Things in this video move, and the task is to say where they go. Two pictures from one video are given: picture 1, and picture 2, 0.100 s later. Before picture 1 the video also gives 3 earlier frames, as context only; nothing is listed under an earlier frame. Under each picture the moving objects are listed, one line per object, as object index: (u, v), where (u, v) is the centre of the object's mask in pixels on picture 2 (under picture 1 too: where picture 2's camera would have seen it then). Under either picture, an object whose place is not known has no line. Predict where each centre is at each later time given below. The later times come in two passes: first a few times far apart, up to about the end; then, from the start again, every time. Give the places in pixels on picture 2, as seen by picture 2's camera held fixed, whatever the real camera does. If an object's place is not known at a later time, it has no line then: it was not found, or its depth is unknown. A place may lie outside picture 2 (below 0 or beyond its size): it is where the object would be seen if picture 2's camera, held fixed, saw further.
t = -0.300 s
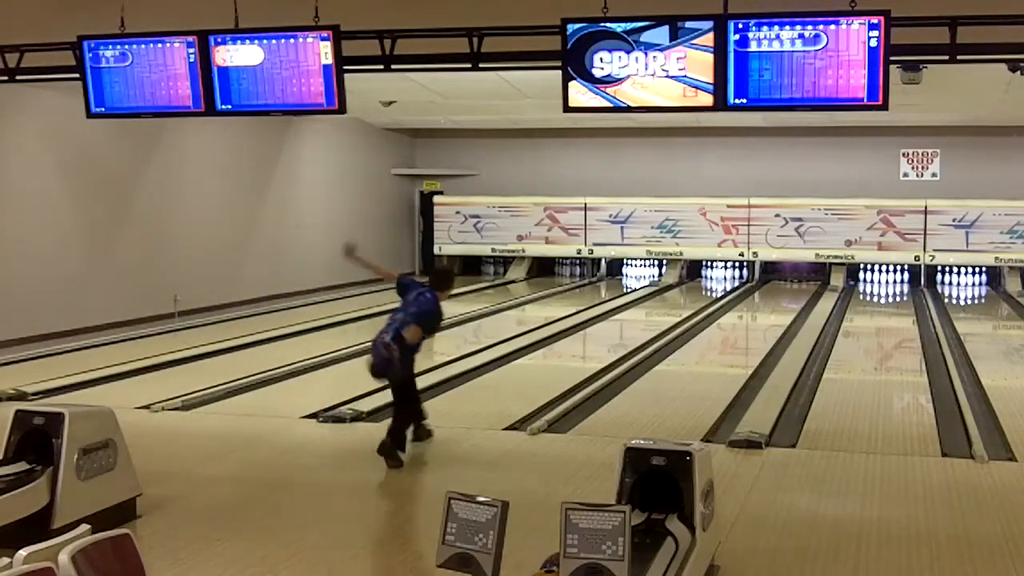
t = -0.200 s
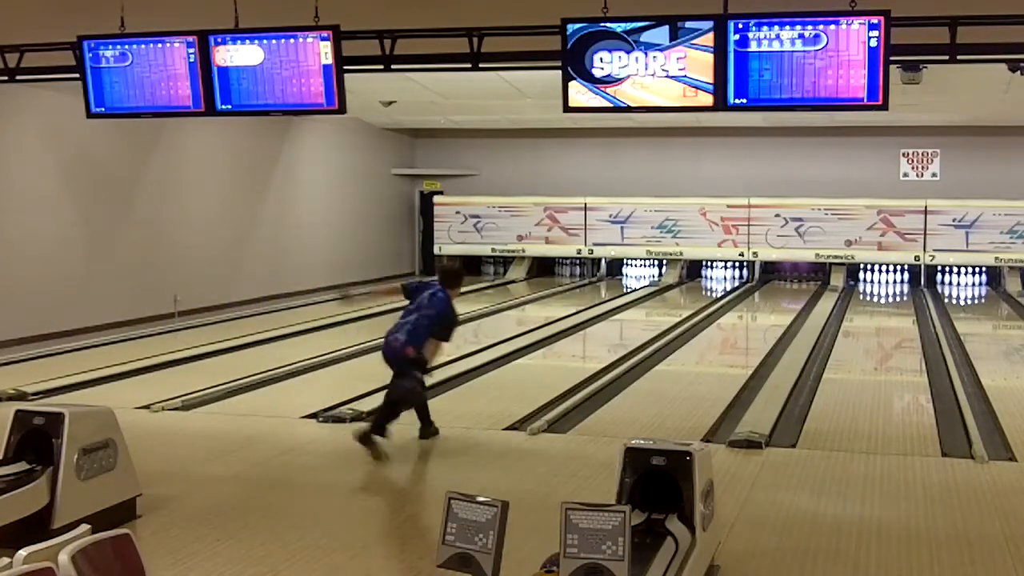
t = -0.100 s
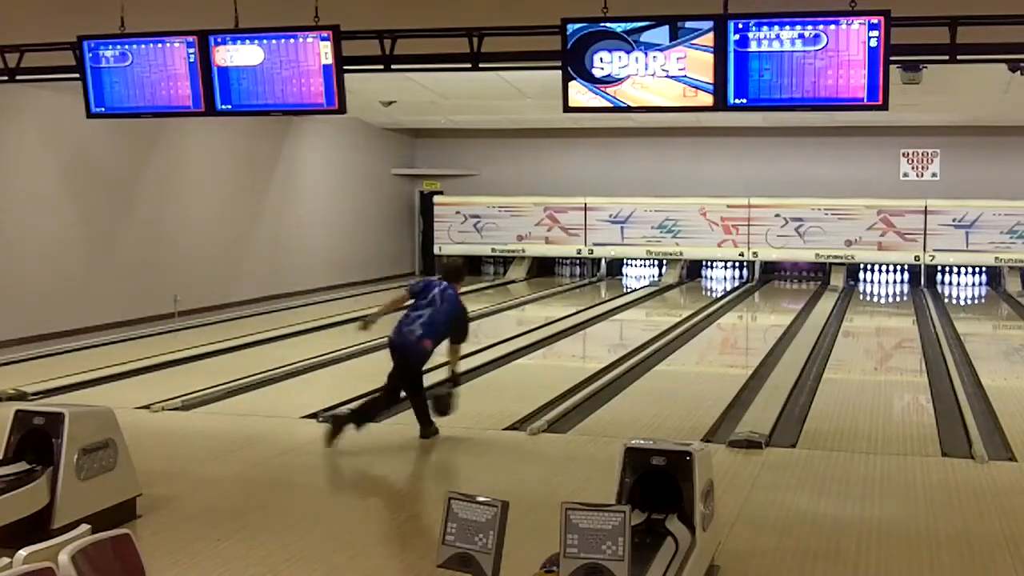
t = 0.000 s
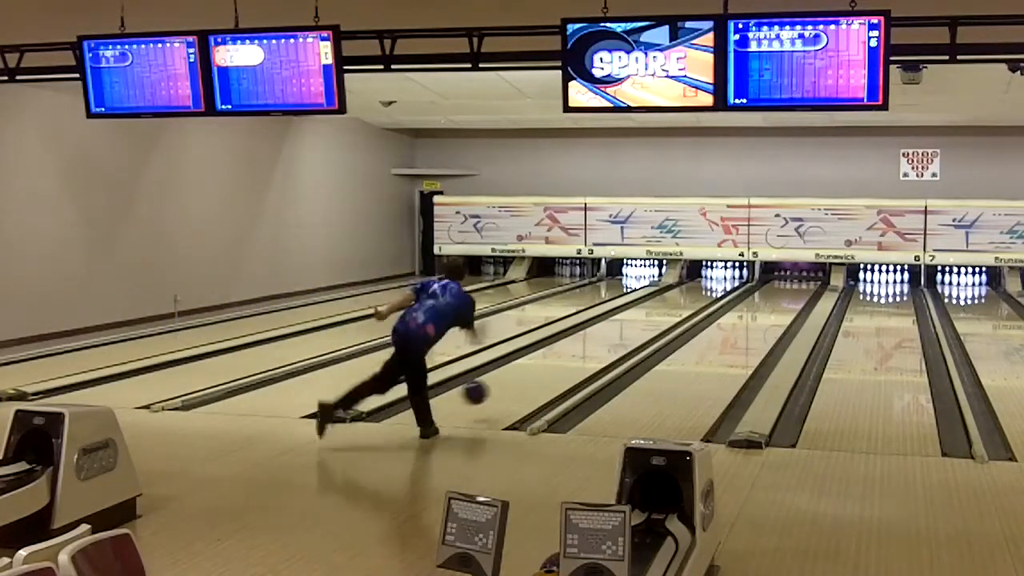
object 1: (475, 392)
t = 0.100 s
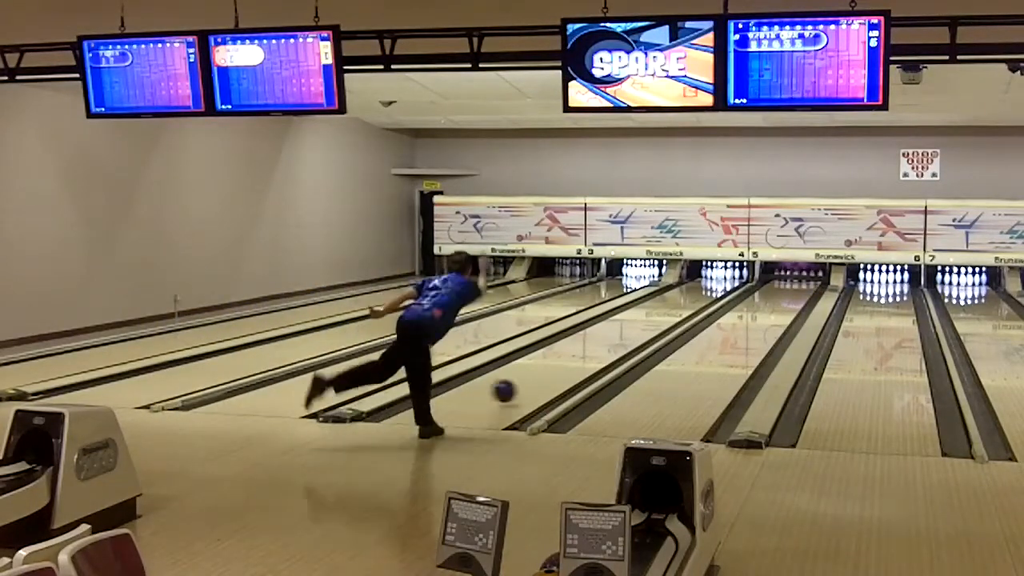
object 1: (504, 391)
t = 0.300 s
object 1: (552, 371)
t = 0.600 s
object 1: (604, 344)
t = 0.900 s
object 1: (642, 325)
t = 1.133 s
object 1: (663, 313)
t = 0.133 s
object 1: (513, 389)
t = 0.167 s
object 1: (521, 385)
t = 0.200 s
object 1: (529, 381)
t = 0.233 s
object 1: (537, 378)
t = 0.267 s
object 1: (544, 374)
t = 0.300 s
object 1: (552, 371)
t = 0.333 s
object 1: (558, 367)
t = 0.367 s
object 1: (565, 364)
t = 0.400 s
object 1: (571, 360)
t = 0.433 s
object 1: (577, 357)
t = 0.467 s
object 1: (583, 355)
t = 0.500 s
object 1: (588, 352)
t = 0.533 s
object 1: (594, 349)
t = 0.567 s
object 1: (599, 347)
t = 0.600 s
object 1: (604, 344)
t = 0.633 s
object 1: (609, 342)
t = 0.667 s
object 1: (614, 340)
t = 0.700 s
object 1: (618, 337)
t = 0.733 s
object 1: (622, 335)
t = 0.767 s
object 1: (626, 333)
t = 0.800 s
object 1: (630, 331)
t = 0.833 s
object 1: (634, 329)
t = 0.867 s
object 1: (638, 327)
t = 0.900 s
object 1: (642, 325)
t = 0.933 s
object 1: (645, 323)
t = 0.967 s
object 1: (649, 322)
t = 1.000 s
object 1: (651, 320)
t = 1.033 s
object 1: (655, 318)
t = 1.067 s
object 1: (658, 317)
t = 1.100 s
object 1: (661, 315)
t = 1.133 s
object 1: (663, 313)
